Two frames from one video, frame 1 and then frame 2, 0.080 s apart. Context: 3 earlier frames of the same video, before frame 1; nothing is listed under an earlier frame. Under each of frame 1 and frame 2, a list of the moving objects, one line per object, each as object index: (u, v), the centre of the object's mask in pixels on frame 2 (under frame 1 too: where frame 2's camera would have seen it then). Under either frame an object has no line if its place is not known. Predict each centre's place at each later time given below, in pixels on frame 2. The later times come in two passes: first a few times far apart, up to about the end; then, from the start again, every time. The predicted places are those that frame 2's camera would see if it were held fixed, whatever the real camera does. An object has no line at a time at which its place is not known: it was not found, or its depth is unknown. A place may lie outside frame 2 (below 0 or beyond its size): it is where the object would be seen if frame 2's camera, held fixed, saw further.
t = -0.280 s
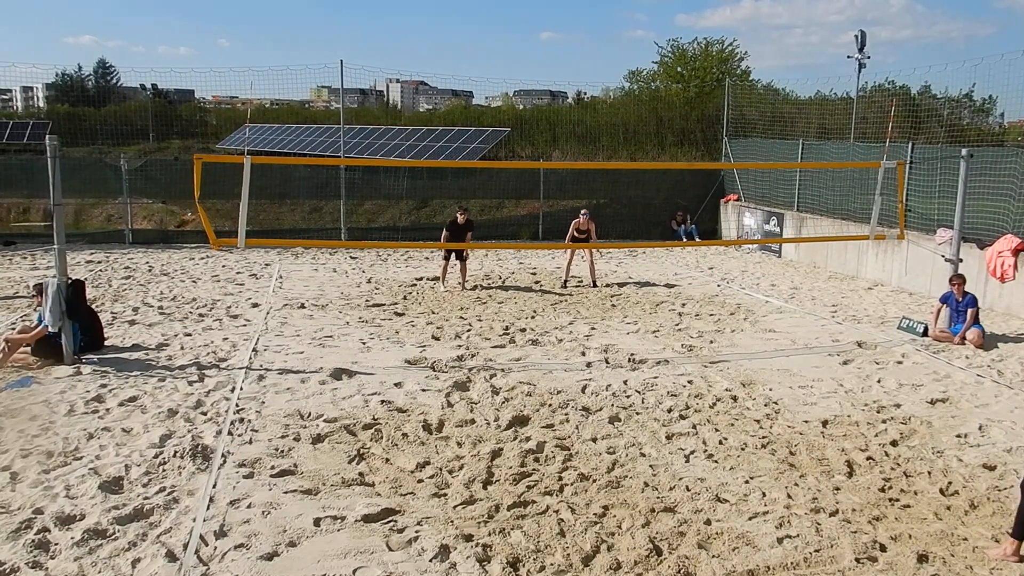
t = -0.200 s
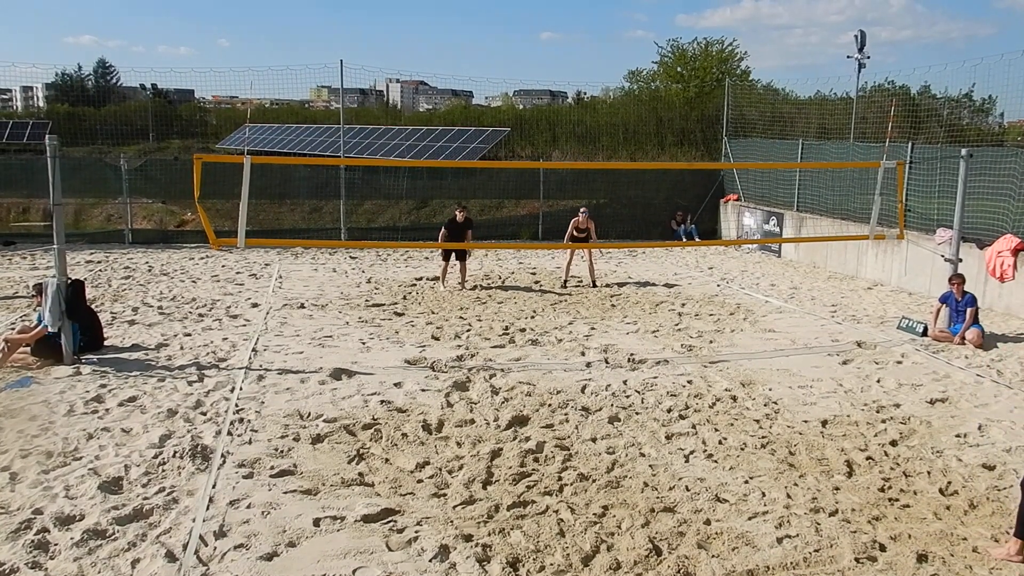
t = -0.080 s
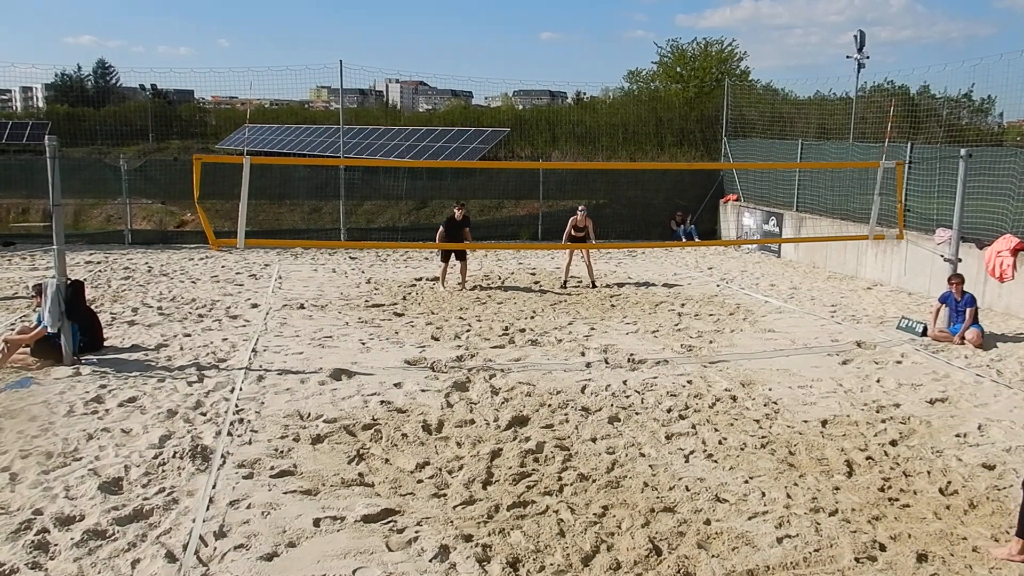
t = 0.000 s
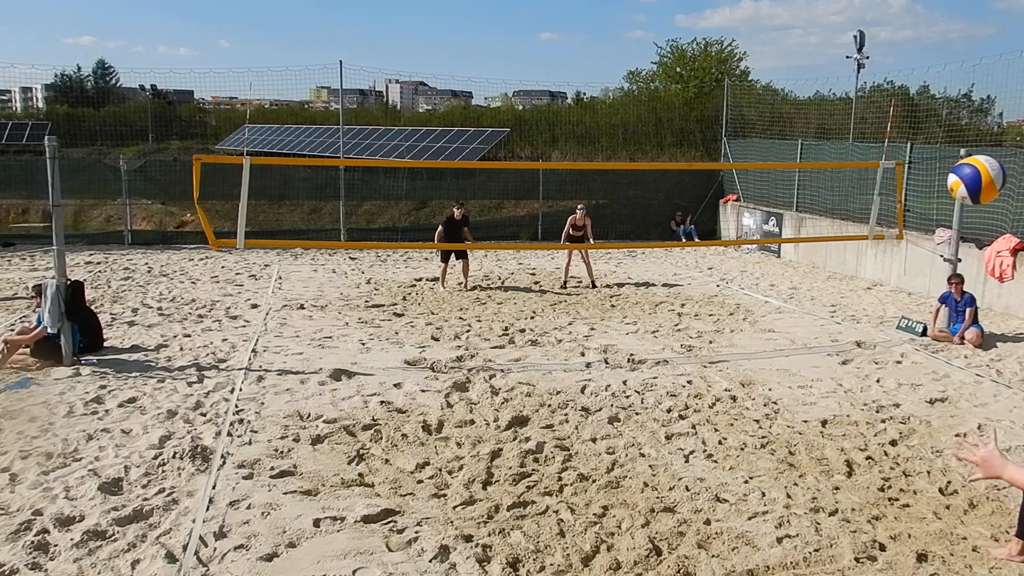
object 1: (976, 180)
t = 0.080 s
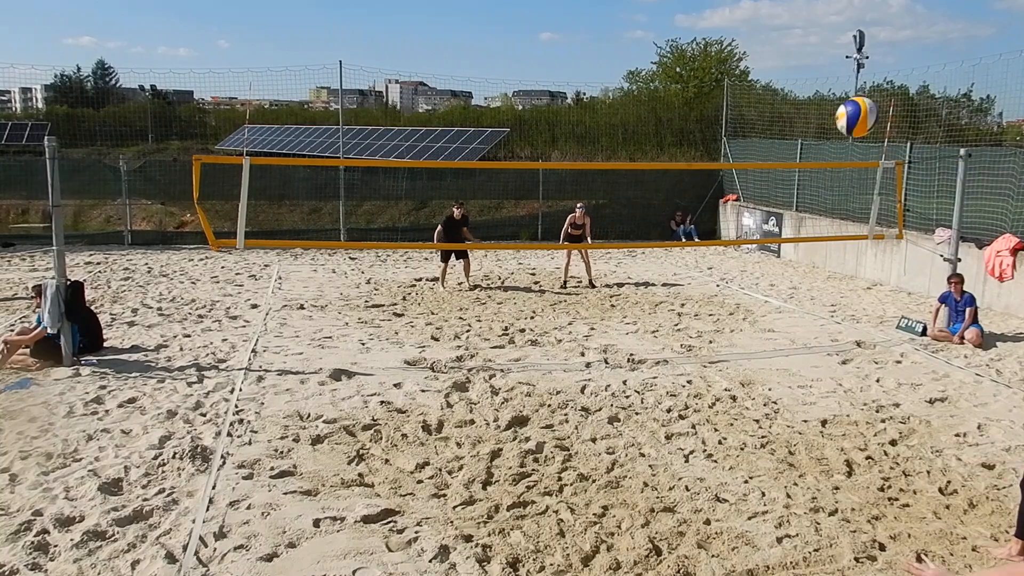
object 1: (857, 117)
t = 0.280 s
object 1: (717, 66)
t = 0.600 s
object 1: (635, 104)
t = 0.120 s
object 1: (816, 98)
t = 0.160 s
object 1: (784, 84)
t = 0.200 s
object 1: (757, 75)
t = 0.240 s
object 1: (735, 69)
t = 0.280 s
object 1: (717, 66)
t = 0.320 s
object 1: (701, 65)
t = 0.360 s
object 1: (688, 67)
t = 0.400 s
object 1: (676, 70)
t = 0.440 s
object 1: (666, 75)
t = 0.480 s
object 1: (657, 81)
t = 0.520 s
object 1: (649, 88)
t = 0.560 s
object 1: (641, 96)
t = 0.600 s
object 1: (635, 104)
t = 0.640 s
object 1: (629, 113)
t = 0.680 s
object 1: (623, 122)
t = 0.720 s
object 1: (618, 132)
